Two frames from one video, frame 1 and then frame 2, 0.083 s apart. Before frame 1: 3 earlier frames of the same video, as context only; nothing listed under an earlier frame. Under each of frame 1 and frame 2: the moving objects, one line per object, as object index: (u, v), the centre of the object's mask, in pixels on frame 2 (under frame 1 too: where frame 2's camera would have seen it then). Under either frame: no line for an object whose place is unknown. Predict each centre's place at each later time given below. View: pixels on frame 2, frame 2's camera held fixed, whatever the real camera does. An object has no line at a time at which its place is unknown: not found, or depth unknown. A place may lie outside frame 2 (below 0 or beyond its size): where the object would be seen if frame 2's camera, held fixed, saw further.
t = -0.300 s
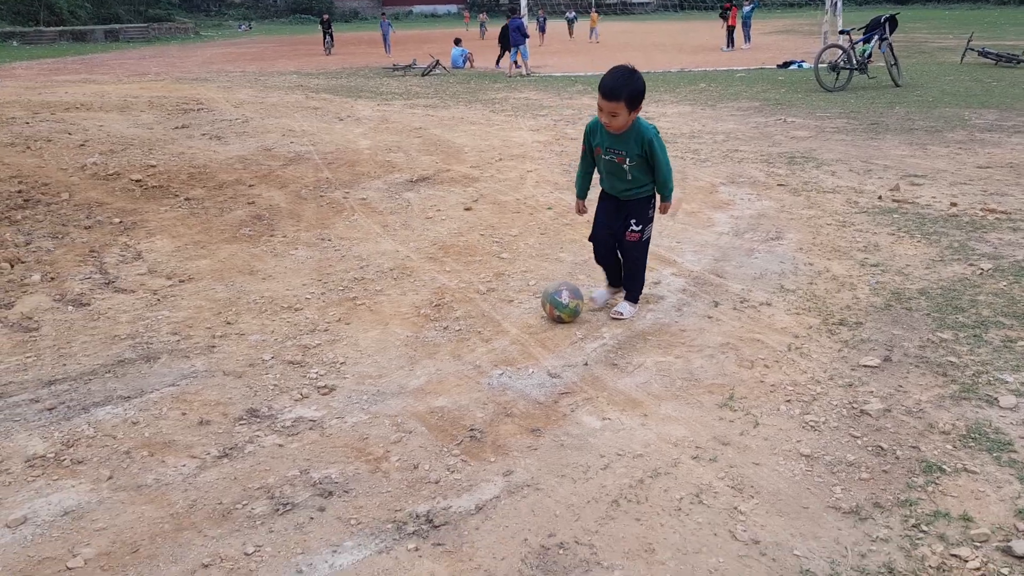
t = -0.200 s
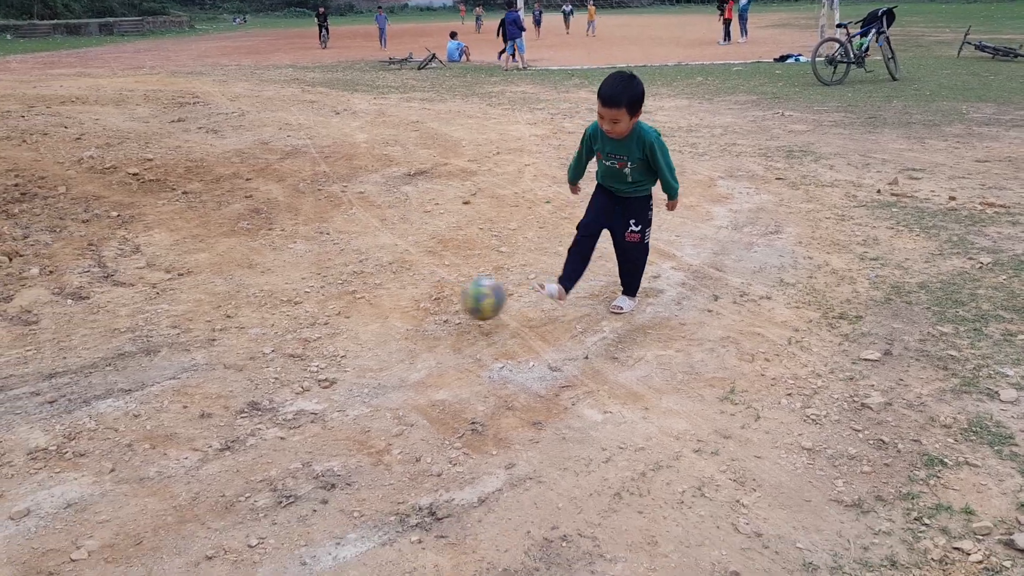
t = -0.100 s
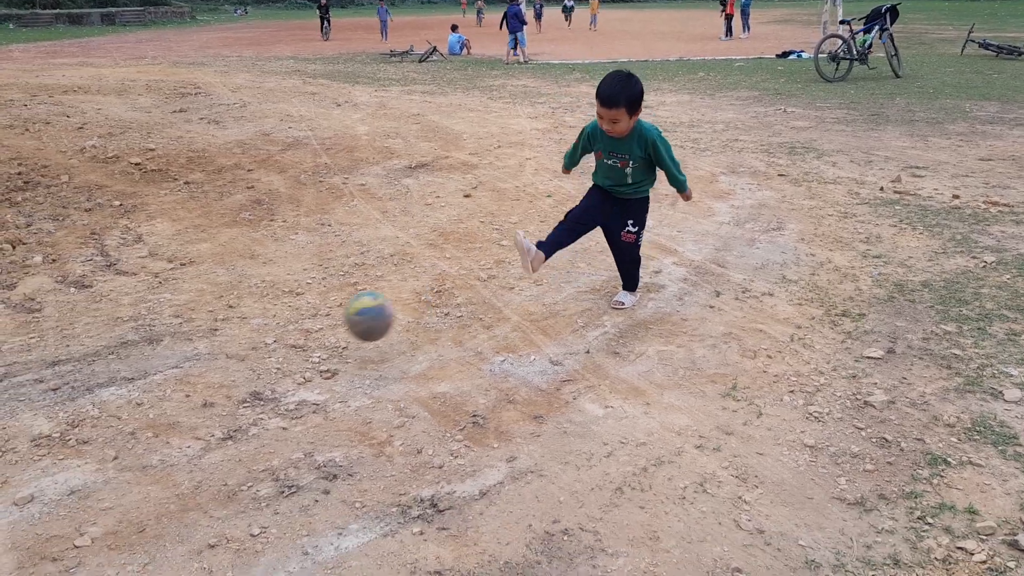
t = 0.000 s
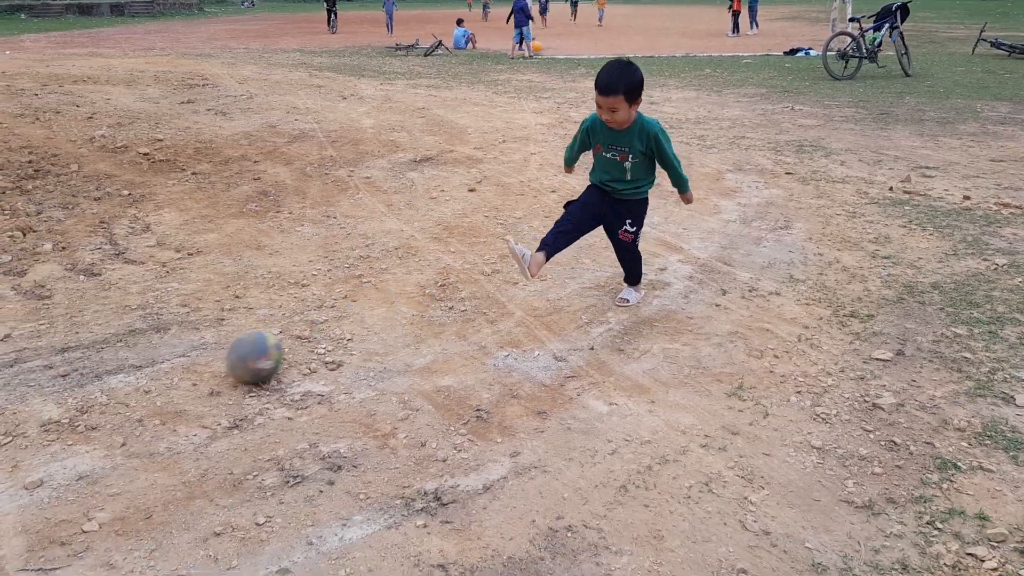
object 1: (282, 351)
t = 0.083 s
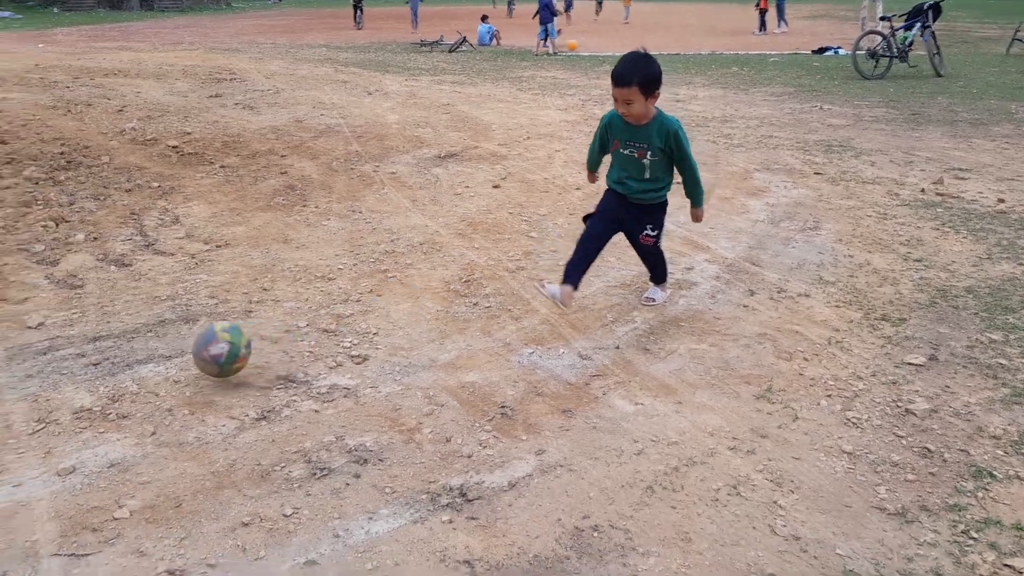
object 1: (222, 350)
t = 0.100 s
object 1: (211, 350)
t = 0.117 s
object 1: (200, 352)
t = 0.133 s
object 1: (189, 355)
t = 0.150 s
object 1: (178, 358)
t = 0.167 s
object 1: (168, 362)
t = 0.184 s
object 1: (158, 366)
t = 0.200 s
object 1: (148, 371)
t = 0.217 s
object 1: (138, 377)
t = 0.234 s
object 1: (131, 378)
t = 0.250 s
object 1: (123, 376)
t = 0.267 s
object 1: (116, 375)
